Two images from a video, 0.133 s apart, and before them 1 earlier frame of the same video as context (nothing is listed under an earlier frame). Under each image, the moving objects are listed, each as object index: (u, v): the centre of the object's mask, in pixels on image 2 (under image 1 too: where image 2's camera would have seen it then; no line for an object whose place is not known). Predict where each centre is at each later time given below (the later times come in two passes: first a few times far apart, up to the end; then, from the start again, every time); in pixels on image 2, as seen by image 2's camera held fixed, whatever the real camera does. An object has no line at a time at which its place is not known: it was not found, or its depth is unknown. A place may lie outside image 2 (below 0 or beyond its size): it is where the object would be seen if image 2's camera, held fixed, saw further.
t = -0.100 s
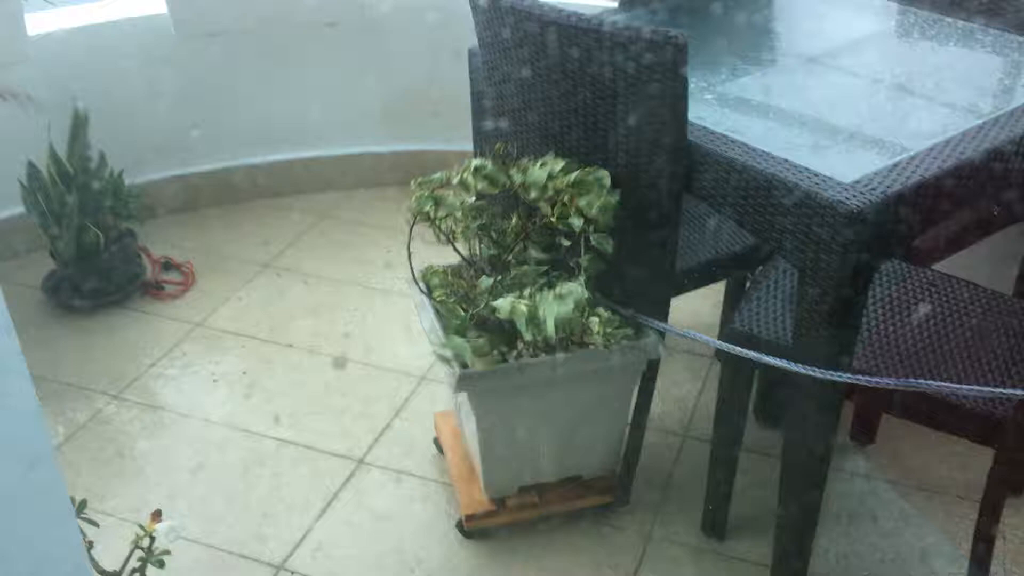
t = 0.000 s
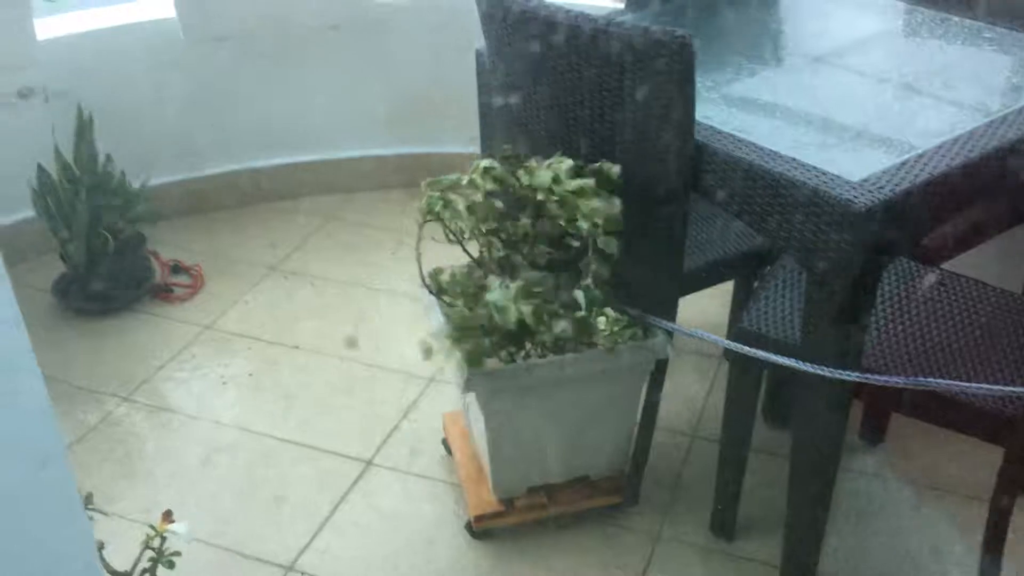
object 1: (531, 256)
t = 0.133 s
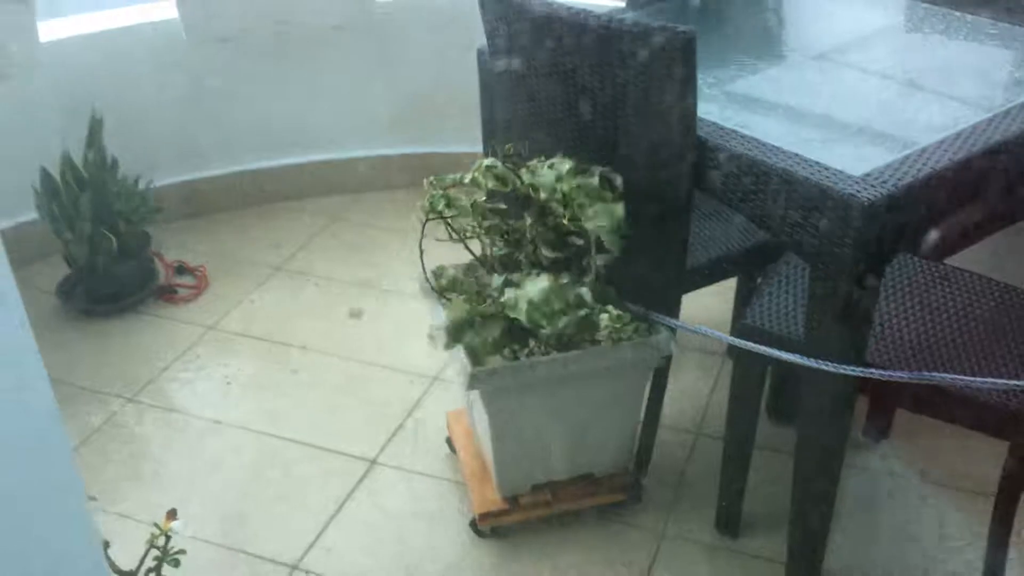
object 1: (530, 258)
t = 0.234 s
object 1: (532, 257)
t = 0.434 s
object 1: (528, 259)
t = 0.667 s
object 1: (530, 258)
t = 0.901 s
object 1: (532, 258)
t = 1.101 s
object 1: (530, 259)
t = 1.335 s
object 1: (528, 254)
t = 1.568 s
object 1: (530, 256)
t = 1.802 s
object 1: (531, 256)
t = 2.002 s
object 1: (531, 255)
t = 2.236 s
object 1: (527, 255)
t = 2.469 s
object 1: (528, 256)
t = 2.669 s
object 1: (530, 257)
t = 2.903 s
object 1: (530, 257)
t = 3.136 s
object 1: (530, 257)
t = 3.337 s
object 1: (527, 256)
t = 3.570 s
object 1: (528, 256)
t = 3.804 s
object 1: (526, 259)
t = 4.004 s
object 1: (533, 255)
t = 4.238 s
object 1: (531, 256)
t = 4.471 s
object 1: (532, 257)
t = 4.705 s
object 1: (529, 259)
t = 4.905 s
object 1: (526, 257)
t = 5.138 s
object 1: (526, 258)
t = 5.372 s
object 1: (527, 259)
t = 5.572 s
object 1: (527, 259)
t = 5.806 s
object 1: (525, 263)
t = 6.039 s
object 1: (522, 262)
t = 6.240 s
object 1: (524, 263)
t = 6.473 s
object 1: (523, 259)
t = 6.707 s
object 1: (520, 259)
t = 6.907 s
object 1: (516, 259)
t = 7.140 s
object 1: (518, 258)
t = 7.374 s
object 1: (515, 260)
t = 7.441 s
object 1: (514, 265)
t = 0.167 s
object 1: (527, 257)
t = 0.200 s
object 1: (530, 257)
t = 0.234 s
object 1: (532, 257)
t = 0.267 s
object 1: (525, 259)
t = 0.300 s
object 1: (528, 258)
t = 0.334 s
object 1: (530, 256)
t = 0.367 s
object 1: (529, 258)
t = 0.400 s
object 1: (530, 259)
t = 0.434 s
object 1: (528, 259)
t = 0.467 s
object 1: (526, 260)
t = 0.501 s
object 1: (528, 258)
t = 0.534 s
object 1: (528, 258)
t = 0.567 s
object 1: (525, 260)
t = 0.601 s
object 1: (527, 257)
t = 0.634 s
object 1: (529, 258)
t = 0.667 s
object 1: (530, 258)
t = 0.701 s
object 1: (530, 256)
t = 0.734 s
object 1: (530, 260)
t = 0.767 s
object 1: (526, 258)
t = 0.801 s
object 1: (530, 255)
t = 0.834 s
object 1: (532, 255)
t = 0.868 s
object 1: (533, 258)
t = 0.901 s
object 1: (532, 258)
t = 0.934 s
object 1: (529, 257)
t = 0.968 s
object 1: (529, 258)
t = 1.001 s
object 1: (531, 256)
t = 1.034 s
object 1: (527, 256)
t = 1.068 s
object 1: (530, 258)
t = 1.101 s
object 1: (530, 259)
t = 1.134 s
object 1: (530, 258)
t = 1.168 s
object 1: (527, 260)
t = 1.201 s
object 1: (529, 259)
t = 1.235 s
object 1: (529, 255)
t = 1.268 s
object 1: (528, 257)
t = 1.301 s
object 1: (529, 260)
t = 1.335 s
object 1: (528, 254)
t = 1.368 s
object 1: (531, 255)
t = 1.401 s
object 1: (527, 257)
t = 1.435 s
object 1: (532, 256)
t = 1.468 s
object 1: (531, 256)
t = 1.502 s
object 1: (531, 257)
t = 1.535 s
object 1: (530, 257)
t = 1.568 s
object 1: (530, 256)
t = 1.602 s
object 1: (533, 255)
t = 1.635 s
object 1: (531, 257)
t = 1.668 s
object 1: (531, 256)
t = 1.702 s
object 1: (530, 256)
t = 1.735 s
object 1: (530, 256)
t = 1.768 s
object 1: (531, 256)
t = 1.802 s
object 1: (531, 256)
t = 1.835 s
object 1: (530, 256)
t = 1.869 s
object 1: (530, 257)
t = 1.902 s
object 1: (530, 255)
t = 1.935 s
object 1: (532, 256)
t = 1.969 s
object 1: (531, 256)
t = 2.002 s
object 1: (531, 255)
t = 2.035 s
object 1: (531, 255)
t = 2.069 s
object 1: (532, 256)
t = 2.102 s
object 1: (531, 255)
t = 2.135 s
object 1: (532, 256)
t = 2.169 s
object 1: (528, 255)
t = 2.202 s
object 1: (531, 256)
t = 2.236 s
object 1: (527, 255)
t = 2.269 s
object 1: (531, 255)
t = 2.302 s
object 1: (528, 256)
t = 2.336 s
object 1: (531, 258)
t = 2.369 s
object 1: (530, 257)
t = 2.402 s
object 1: (526, 255)
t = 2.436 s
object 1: (532, 255)
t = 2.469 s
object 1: (528, 256)
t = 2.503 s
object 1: (528, 256)
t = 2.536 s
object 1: (531, 256)
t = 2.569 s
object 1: (530, 258)
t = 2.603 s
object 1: (530, 257)
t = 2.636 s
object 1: (531, 257)
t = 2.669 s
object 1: (530, 257)
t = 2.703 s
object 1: (531, 256)
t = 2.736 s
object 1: (531, 256)
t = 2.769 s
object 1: (526, 259)
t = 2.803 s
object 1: (530, 258)
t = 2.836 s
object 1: (530, 256)
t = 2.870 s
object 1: (529, 258)
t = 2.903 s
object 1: (530, 257)
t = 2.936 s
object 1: (529, 258)
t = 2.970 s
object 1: (532, 256)
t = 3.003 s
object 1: (531, 255)
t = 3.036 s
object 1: (531, 256)
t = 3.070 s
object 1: (531, 254)
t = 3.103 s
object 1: (531, 254)
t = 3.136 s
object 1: (530, 257)
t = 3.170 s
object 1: (532, 254)
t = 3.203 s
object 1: (529, 255)
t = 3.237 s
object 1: (527, 256)
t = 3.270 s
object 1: (528, 255)
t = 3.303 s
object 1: (528, 255)
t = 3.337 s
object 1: (527, 256)
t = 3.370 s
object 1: (527, 257)
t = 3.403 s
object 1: (528, 255)
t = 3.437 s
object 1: (529, 254)
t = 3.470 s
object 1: (528, 255)
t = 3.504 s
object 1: (528, 255)
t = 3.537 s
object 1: (529, 254)
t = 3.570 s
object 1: (528, 256)
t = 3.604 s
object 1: (532, 254)
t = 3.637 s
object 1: (532, 254)
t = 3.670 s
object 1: (531, 257)
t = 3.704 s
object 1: (530, 257)
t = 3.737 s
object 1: (530, 257)
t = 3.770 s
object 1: (524, 259)
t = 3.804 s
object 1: (526, 259)
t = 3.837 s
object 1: (530, 256)
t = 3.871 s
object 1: (527, 257)
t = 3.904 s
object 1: (527, 256)
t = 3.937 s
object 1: (532, 255)
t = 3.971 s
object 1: (528, 256)
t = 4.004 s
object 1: (533, 255)
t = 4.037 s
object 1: (525, 257)
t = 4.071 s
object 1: (526, 257)
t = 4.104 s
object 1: (528, 257)
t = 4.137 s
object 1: (532, 256)
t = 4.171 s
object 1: (532, 256)
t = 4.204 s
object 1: (531, 256)
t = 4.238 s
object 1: (531, 256)
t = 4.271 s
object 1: (533, 255)
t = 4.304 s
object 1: (533, 255)
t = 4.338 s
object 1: (529, 256)
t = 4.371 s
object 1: (530, 259)
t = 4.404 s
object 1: (532, 257)
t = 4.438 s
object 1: (532, 257)
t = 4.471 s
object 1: (532, 257)
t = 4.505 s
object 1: (530, 257)
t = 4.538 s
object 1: (531, 257)
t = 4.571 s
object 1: (532, 256)
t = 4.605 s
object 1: (526, 261)
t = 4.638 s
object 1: (529, 257)
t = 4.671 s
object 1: (530, 257)
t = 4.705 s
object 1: (529, 259)
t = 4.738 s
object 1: (526, 258)
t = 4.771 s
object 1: (527, 257)
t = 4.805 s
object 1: (525, 259)
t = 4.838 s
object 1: (526, 257)
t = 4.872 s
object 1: (526, 257)
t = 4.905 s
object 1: (526, 257)
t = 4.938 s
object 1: (526, 256)
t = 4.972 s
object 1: (524, 259)
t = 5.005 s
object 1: (525, 258)
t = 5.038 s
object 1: (526, 257)
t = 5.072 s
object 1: (527, 258)
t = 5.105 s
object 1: (523, 260)
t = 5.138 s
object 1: (526, 258)
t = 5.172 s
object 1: (529, 259)
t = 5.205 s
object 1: (525, 260)
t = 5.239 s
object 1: (527, 259)
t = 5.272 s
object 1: (530, 256)
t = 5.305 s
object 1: (525, 257)
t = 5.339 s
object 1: (523, 260)
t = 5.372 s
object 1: (527, 259)
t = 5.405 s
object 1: (525, 259)
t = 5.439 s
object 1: (527, 258)
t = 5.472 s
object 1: (528, 258)
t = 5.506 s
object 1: (527, 260)
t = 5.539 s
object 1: (525, 260)
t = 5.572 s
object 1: (527, 259)
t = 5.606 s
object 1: (527, 258)
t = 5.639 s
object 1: (527, 261)
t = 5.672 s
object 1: (526, 259)
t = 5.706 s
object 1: (524, 261)
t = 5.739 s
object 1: (527, 260)
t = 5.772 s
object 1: (526, 262)
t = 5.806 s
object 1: (525, 263)
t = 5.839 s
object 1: (524, 260)
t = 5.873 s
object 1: (526, 259)
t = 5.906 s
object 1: (525, 264)
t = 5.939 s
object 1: (522, 265)
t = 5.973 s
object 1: (522, 260)
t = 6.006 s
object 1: (523, 259)
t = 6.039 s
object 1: (522, 262)
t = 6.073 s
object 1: (524, 262)
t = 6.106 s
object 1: (523, 263)
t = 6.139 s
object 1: (518, 265)
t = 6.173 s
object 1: (523, 260)
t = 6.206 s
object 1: (525, 260)
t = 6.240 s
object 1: (524, 263)
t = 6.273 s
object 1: (524, 263)
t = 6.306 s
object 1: (522, 262)
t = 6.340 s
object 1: (517, 260)
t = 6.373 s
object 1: (521, 261)
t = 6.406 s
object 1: (523, 260)
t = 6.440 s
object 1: (521, 260)
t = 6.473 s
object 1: (523, 259)
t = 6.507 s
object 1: (523, 259)
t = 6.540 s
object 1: (520, 260)
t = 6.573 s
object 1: (518, 263)
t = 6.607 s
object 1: (525, 261)
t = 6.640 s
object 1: (520, 261)
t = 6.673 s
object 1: (516, 262)
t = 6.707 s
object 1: (520, 259)
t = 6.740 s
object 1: (518, 260)
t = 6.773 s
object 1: (518, 262)
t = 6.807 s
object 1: (516, 263)
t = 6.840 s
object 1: (515, 262)
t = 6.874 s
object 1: (516, 259)
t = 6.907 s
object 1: (516, 259)
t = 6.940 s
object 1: (516, 259)
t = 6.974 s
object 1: (516, 260)
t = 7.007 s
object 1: (515, 262)
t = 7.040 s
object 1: (517, 260)
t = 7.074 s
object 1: (518, 262)
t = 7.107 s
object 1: (516, 261)
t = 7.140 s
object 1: (518, 258)
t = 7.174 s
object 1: (517, 258)
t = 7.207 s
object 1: (518, 264)
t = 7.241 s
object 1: (517, 264)
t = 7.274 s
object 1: (516, 260)
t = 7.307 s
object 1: (518, 262)
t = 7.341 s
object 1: (513, 261)
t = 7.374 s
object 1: (515, 260)
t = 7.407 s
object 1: (517, 261)
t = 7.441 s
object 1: (514, 265)
